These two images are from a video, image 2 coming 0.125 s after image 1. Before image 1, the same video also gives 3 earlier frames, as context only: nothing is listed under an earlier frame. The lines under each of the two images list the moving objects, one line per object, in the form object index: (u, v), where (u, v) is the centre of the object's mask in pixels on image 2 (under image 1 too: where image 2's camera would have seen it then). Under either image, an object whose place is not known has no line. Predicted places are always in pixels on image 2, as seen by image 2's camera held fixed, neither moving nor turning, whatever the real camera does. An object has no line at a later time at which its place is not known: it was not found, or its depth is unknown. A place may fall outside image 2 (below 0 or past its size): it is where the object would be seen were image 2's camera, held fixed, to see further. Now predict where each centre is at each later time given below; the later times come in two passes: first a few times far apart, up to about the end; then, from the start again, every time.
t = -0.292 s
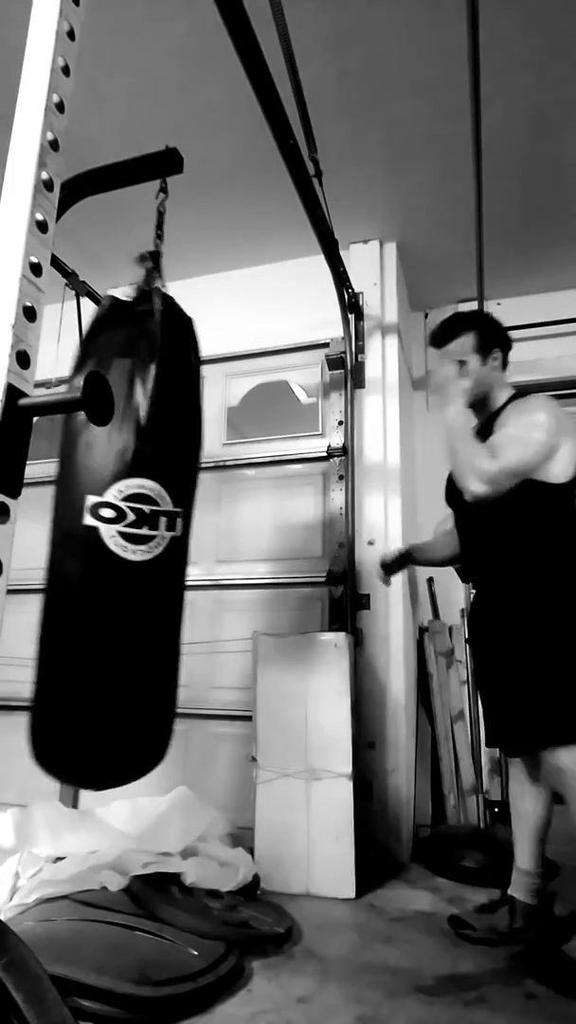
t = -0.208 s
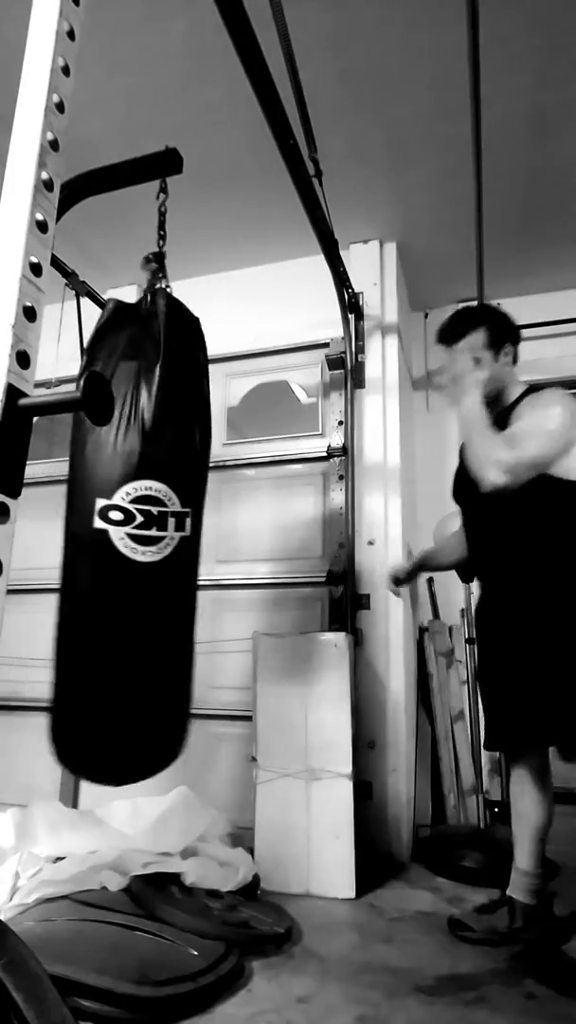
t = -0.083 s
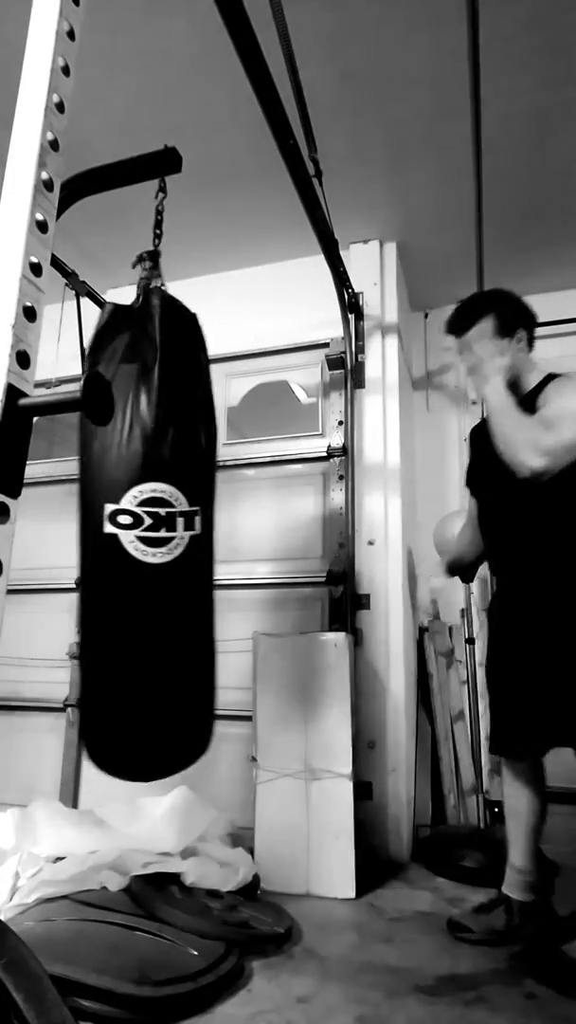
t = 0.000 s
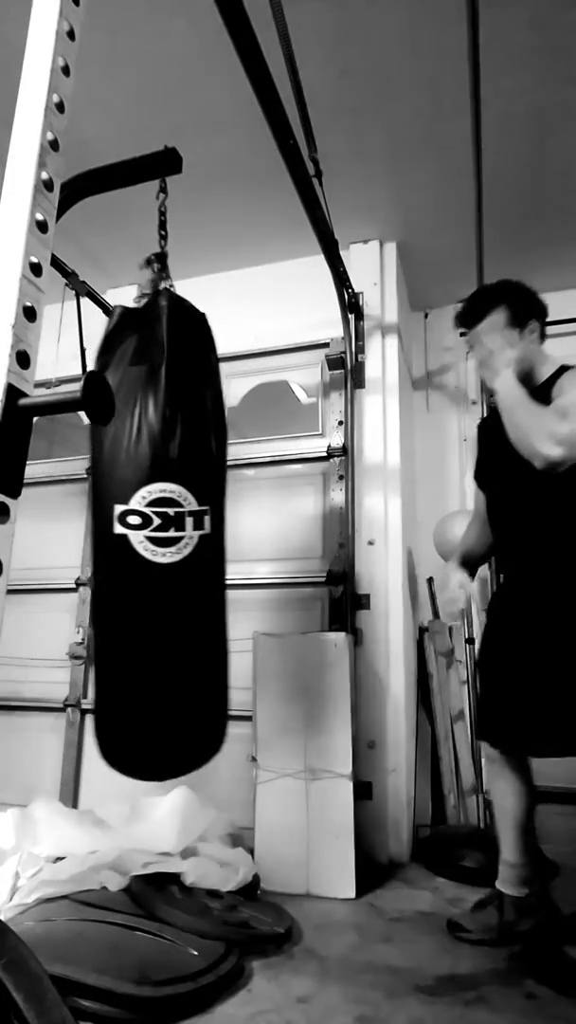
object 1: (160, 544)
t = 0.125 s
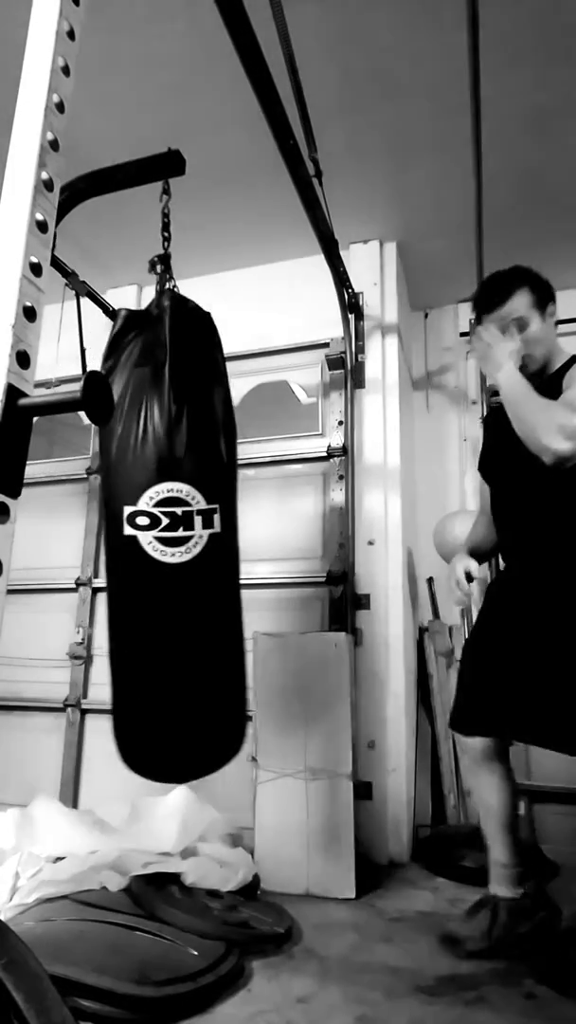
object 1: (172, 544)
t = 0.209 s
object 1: (178, 544)
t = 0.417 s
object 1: (186, 550)
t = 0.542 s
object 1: (182, 553)
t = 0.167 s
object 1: (175, 544)
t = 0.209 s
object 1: (178, 544)
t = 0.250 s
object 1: (180, 545)
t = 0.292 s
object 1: (182, 546)
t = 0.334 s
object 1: (184, 547)
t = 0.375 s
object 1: (185, 548)
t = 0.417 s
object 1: (186, 550)
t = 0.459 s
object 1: (185, 551)
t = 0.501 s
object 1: (184, 552)
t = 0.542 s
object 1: (182, 553)
